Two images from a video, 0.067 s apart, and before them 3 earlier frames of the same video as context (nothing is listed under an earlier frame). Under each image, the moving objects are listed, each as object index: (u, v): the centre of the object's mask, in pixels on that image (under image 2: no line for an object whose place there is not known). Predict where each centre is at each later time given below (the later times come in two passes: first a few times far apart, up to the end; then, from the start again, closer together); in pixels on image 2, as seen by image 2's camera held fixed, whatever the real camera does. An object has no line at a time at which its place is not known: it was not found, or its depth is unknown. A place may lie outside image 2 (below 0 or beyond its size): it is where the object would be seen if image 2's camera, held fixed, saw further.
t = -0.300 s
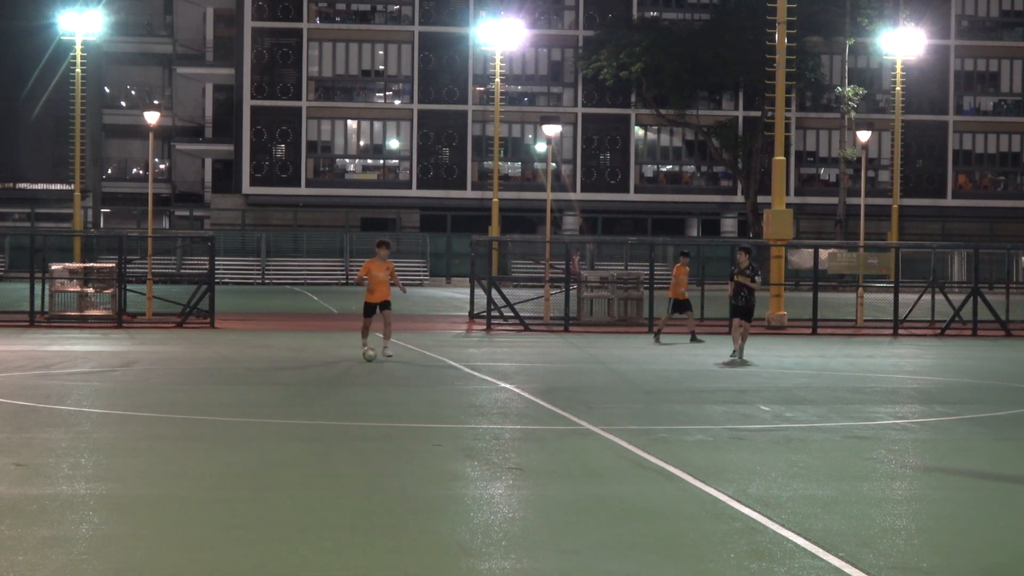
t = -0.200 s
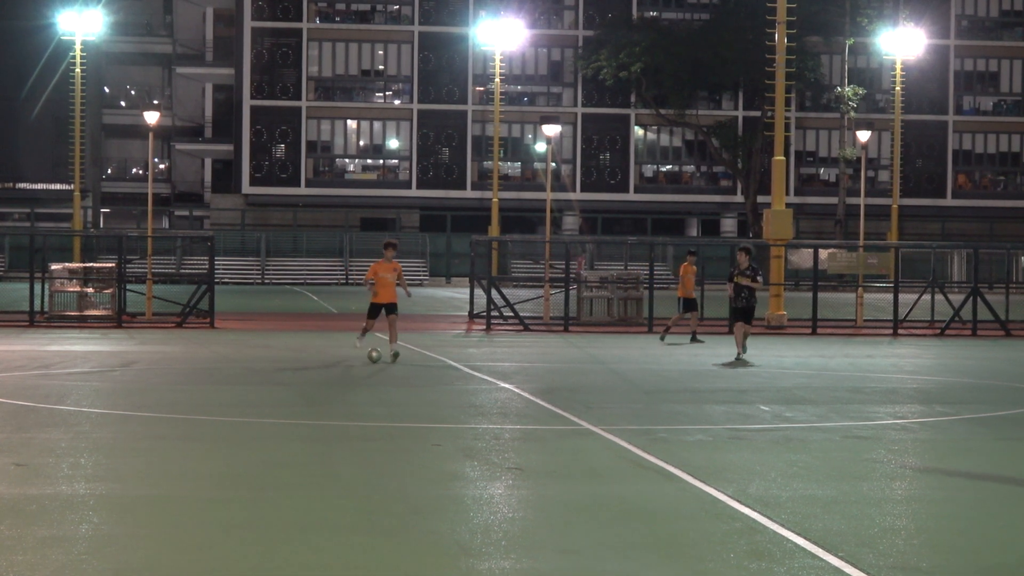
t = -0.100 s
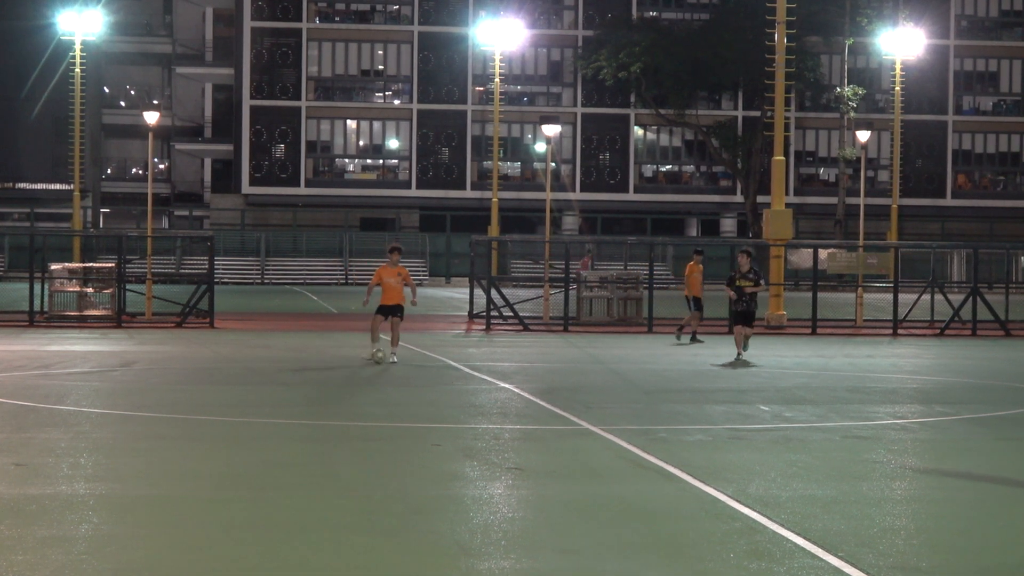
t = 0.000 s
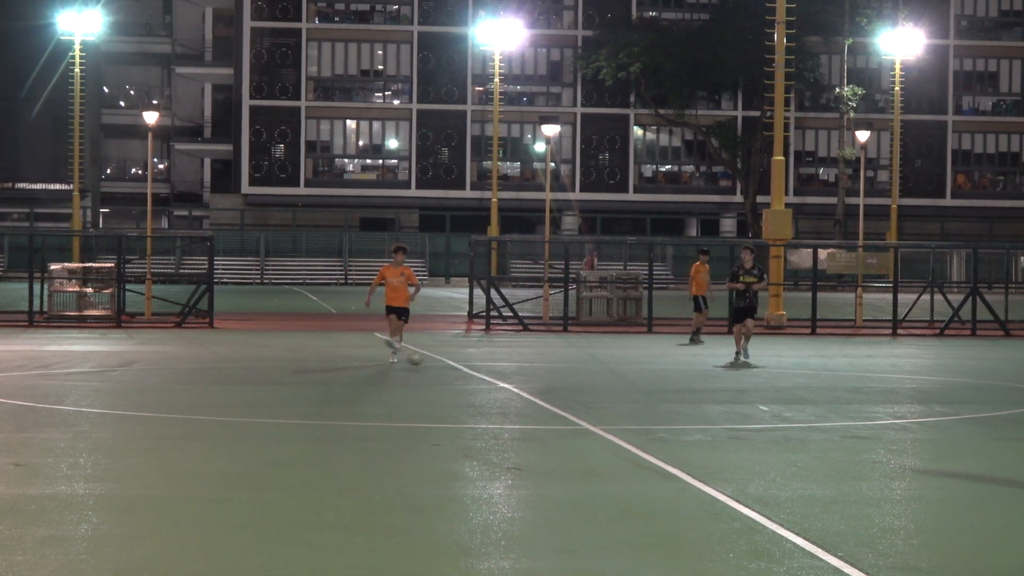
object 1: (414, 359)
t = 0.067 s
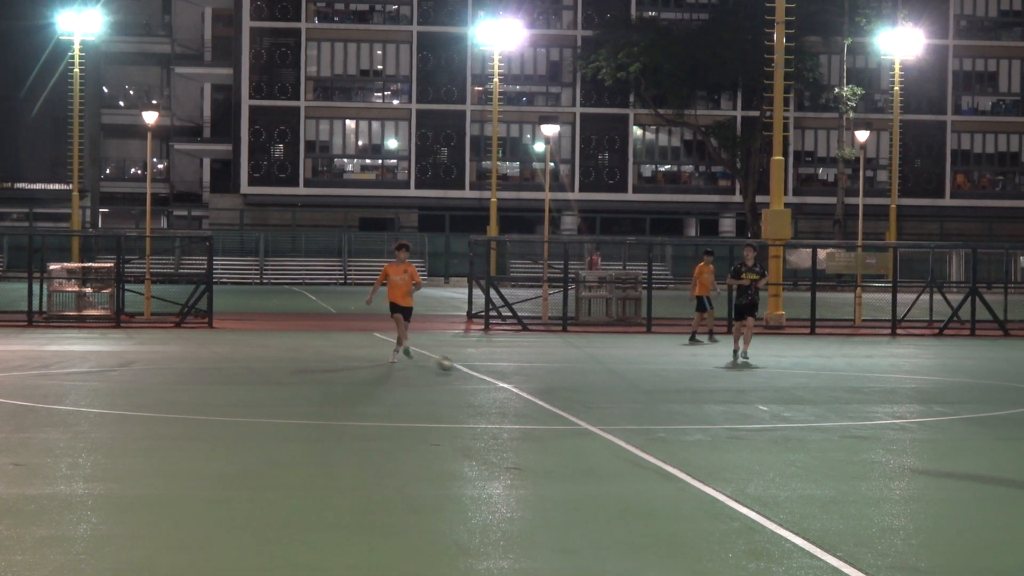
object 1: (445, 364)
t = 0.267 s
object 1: (538, 373)
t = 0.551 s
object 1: (668, 383)
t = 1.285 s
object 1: (1090, 453)
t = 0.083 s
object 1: (453, 366)
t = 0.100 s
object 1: (460, 366)
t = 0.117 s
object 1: (468, 366)
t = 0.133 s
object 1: (475, 365)
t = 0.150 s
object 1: (483, 366)
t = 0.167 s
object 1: (491, 366)
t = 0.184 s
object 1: (498, 367)
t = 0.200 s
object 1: (506, 368)
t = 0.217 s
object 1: (514, 369)
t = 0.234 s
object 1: (522, 371)
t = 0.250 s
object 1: (531, 373)
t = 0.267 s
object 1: (538, 373)
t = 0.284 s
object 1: (546, 372)
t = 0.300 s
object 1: (553, 372)
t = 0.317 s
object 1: (560, 371)
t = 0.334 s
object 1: (568, 372)
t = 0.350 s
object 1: (576, 372)
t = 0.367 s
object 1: (584, 373)
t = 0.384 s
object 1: (592, 374)
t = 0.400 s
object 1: (599, 375)
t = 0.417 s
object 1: (608, 376)
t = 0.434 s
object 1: (615, 379)
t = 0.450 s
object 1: (624, 381)
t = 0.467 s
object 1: (632, 383)
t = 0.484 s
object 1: (639, 383)
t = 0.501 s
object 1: (646, 383)
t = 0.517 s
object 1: (654, 382)
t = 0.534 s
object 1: (661, 382)
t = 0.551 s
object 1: (668, 383)
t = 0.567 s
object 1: (676, 384)
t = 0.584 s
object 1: (684, 385)
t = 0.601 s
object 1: (691, 387)
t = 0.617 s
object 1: (699, 388)
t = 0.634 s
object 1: (706, 391)
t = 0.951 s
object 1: (872, 415)
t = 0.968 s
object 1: (881, 417)
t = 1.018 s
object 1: (912, 421)
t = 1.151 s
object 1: (998, 435)
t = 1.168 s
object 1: (1008, 437)
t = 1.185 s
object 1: (1019, 438)
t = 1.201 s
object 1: (1031, 439)
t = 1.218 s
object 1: (1042, 443)
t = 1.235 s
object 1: (1053, 446)
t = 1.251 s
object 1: (1065, 449)
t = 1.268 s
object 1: (1077, 452)
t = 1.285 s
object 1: (1090, 453)
